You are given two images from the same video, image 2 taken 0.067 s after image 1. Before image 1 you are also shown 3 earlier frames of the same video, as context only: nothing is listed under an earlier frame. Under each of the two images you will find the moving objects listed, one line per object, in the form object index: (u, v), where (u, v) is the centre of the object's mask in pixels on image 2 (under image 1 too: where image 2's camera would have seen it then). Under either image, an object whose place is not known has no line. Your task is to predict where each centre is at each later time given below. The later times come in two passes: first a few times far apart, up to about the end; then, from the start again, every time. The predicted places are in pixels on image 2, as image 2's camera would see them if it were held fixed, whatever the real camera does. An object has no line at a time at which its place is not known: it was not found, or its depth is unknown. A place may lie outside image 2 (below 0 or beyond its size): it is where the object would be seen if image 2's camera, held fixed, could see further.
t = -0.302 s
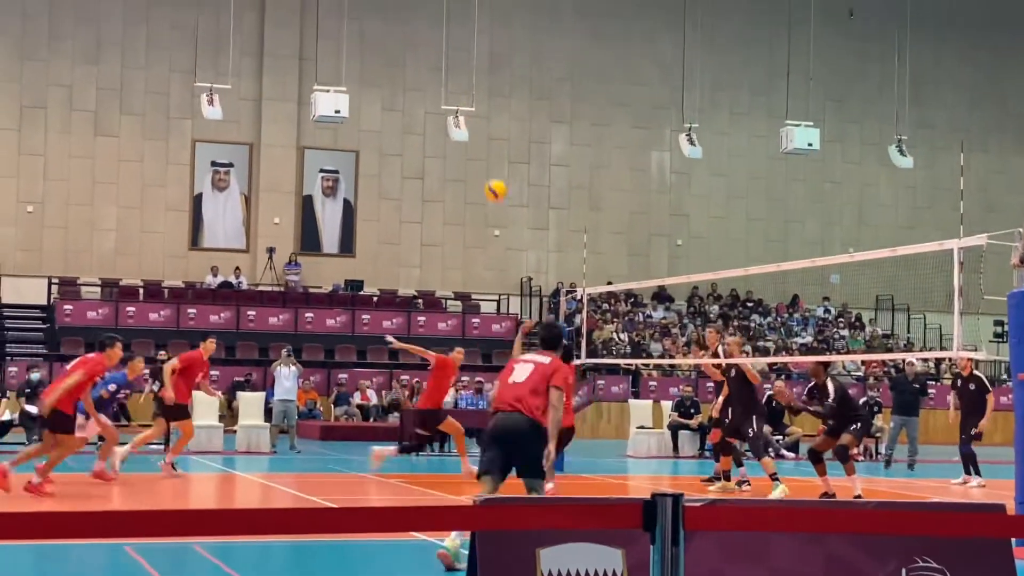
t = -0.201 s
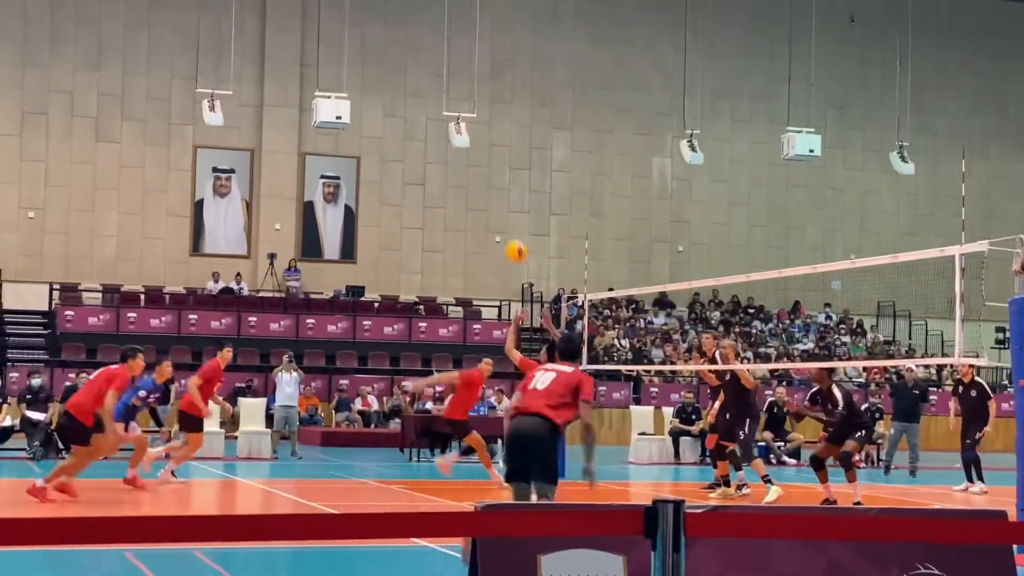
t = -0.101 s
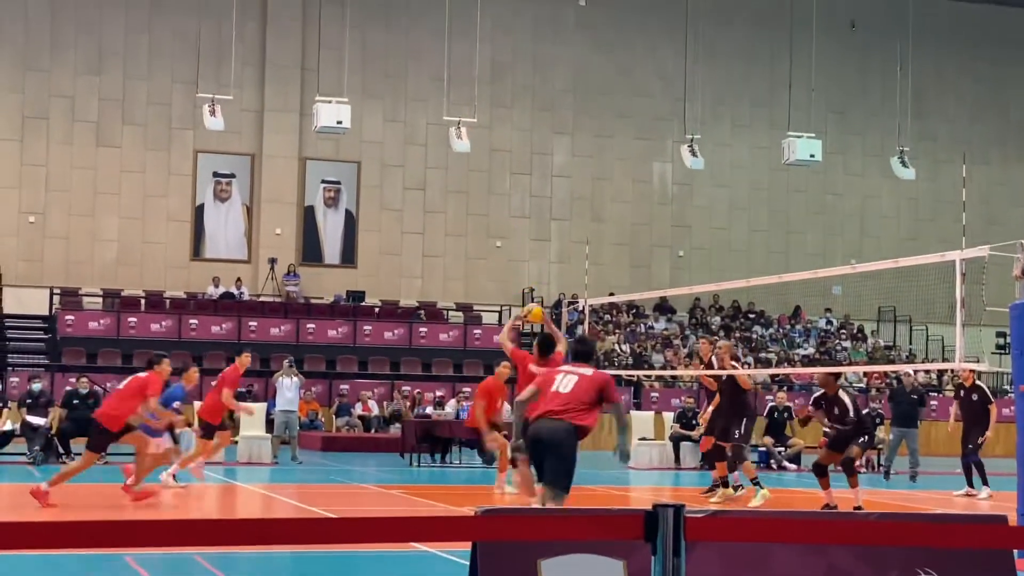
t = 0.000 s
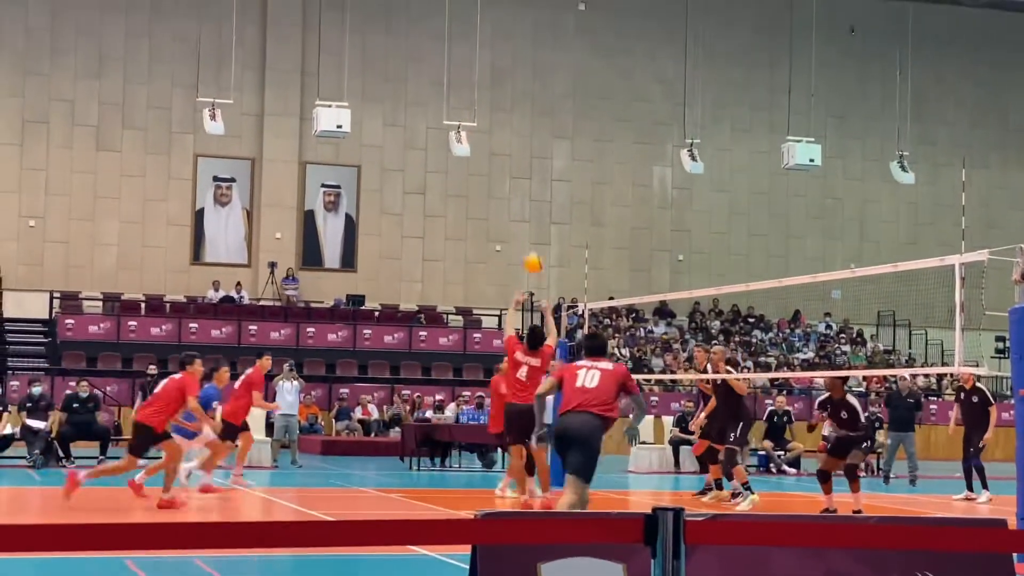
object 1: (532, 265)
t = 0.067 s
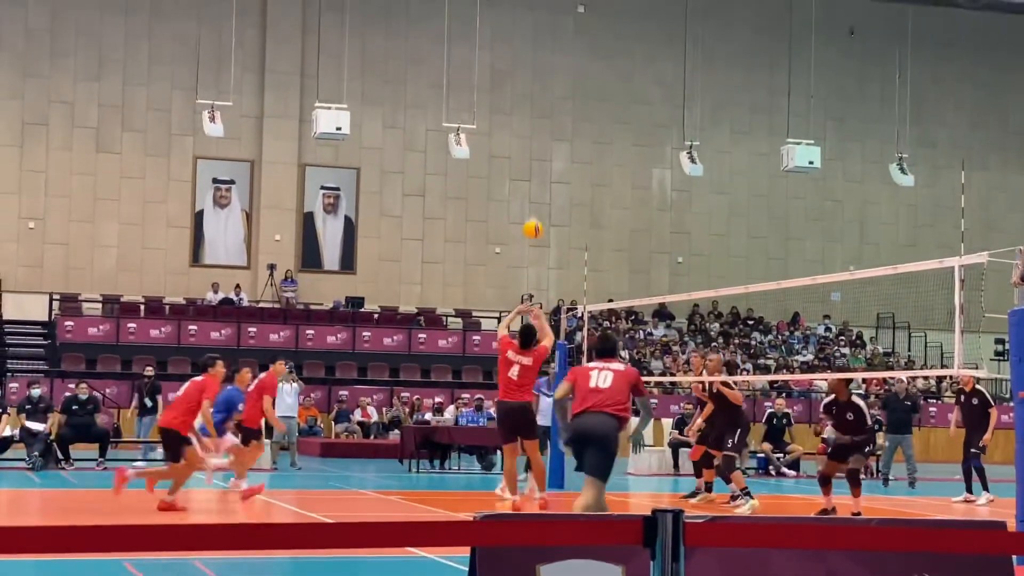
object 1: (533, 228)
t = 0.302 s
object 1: (529, 143)
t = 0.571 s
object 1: (526, 111)
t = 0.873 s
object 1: (520, 144)
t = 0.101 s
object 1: (532, 213)
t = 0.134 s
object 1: (532, 197)
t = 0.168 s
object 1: (531, 184)
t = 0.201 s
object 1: (530, 172)
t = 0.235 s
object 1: (530, 162)
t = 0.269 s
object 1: (530, 152)
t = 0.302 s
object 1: (529, 143)
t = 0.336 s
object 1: (528, 135)
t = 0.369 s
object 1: (528, 129)
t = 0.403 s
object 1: (528, 123)
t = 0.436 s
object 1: (528, 119)
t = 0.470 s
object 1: (527, 115)
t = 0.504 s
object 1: (526, 113)
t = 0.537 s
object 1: (526, 111)
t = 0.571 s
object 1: (526, 111)
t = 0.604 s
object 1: (525, 111)
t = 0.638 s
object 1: (524, 112)
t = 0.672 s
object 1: (524, 114)
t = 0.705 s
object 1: (524, 117)
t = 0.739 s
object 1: (523, 120)
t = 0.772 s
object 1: (522, 125)
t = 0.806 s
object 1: (521, 131)
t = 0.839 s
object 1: (521, 137)
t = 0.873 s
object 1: (520, 144)
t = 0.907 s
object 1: (520, 152)
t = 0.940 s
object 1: (519, 160)
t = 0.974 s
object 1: (518, 170)
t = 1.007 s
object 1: (518, 180)
